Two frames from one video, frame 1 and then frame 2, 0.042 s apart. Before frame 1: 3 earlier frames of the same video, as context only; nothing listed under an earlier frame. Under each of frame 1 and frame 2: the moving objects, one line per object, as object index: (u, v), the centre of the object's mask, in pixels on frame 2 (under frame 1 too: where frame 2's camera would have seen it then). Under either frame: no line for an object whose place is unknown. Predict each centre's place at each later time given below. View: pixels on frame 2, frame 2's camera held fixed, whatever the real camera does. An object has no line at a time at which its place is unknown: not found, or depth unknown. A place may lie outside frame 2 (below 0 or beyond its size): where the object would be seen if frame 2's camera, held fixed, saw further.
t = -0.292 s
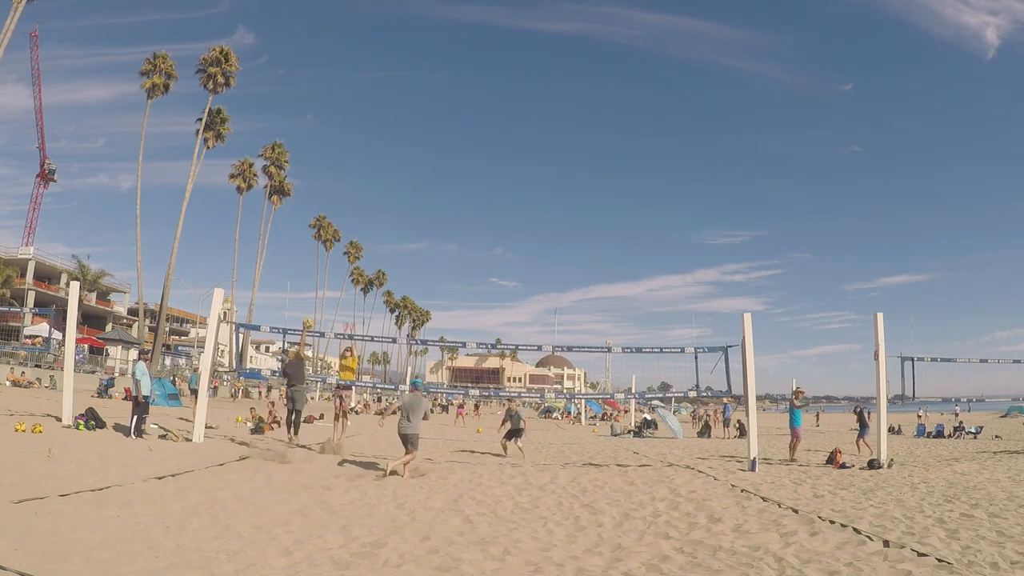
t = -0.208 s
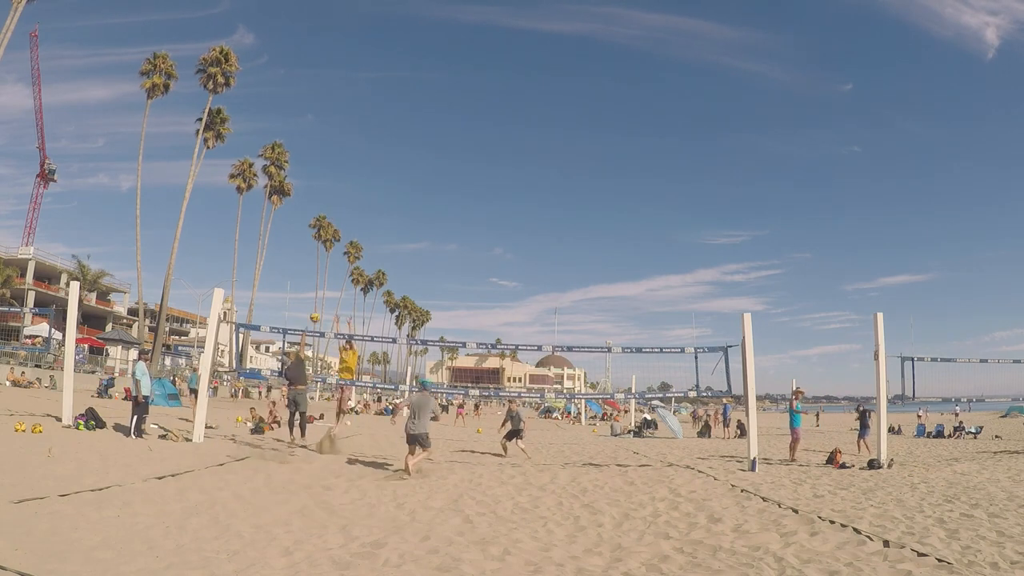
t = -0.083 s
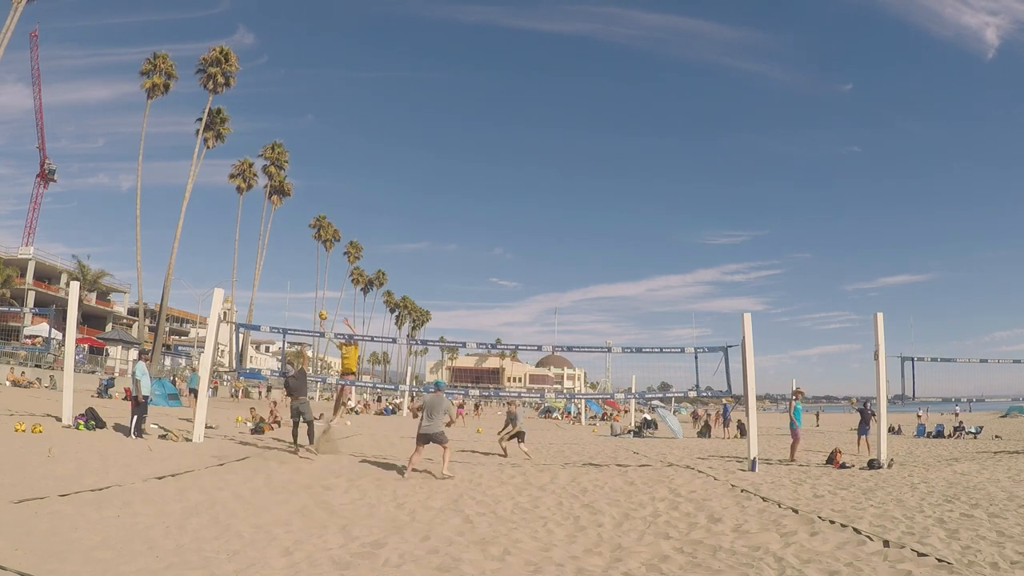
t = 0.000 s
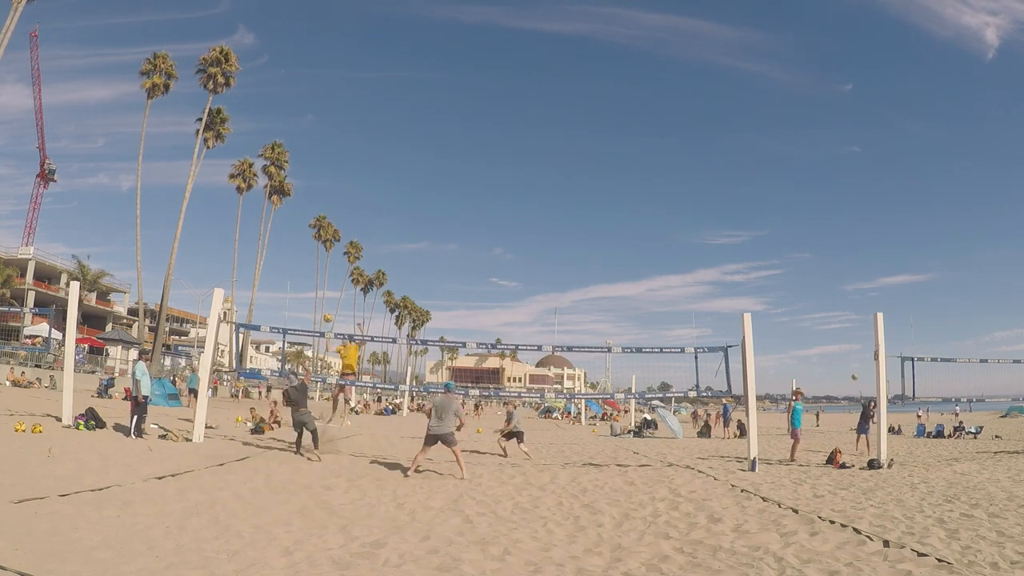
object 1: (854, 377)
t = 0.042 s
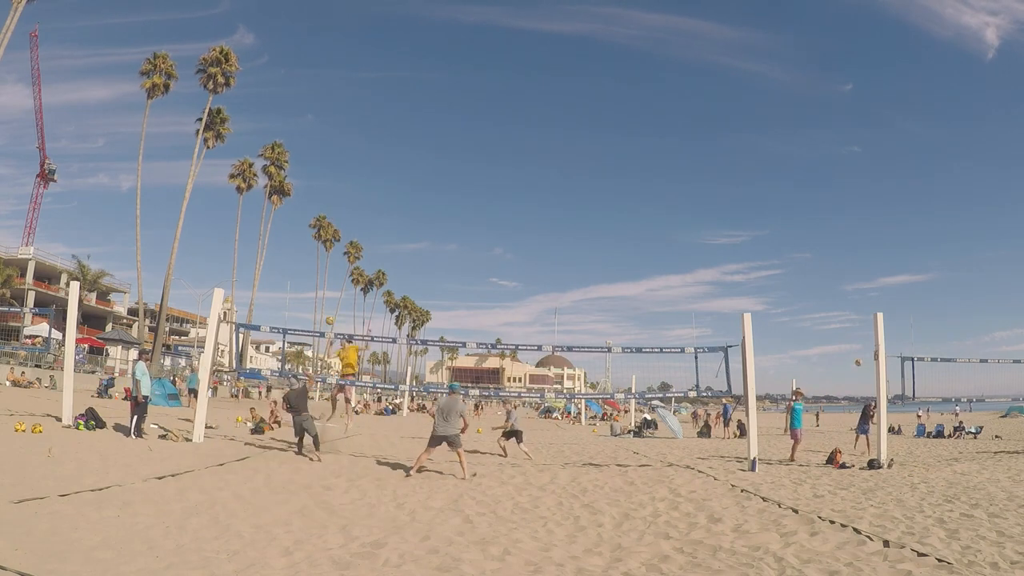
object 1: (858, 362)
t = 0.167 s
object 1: (868, 320)
